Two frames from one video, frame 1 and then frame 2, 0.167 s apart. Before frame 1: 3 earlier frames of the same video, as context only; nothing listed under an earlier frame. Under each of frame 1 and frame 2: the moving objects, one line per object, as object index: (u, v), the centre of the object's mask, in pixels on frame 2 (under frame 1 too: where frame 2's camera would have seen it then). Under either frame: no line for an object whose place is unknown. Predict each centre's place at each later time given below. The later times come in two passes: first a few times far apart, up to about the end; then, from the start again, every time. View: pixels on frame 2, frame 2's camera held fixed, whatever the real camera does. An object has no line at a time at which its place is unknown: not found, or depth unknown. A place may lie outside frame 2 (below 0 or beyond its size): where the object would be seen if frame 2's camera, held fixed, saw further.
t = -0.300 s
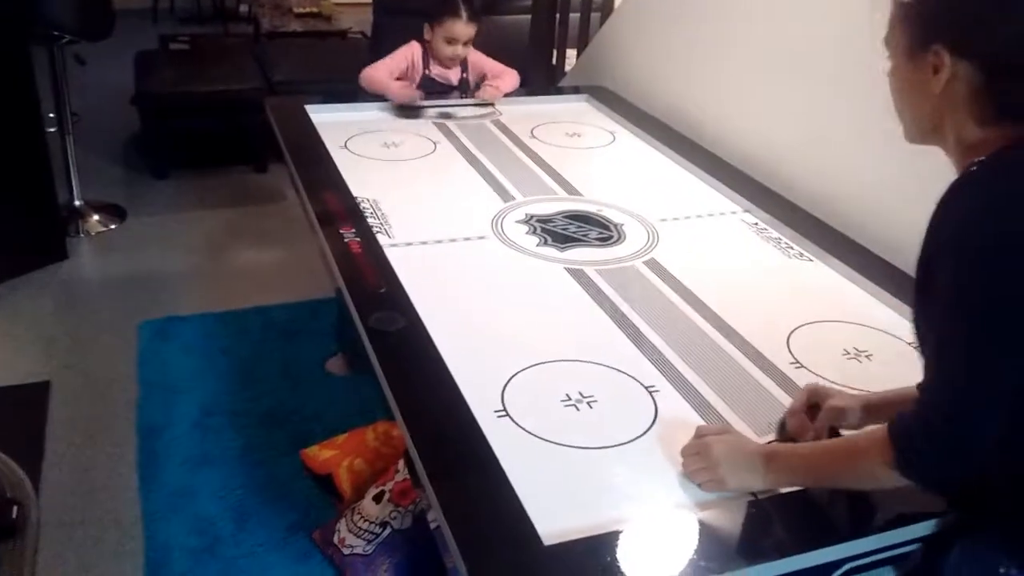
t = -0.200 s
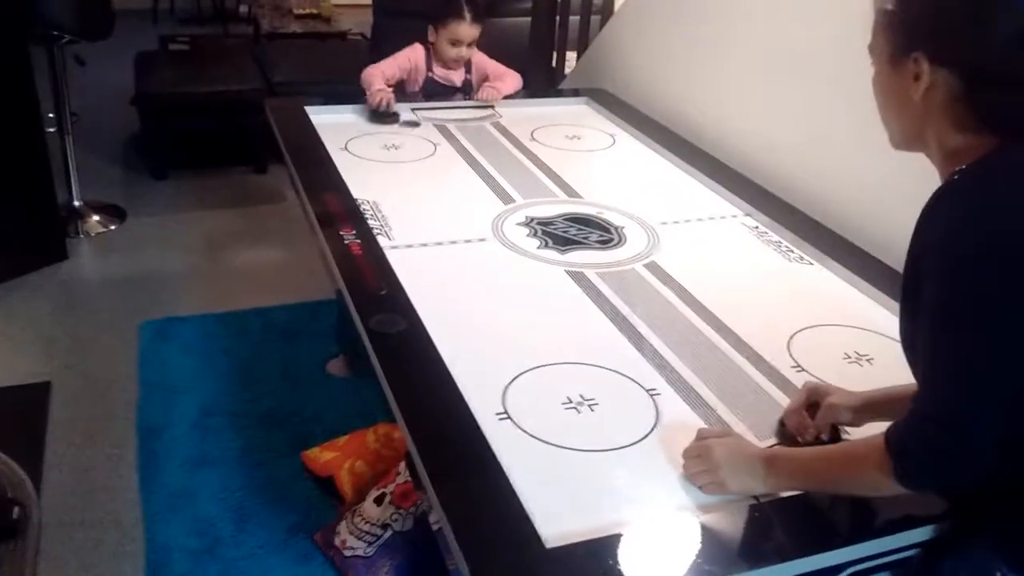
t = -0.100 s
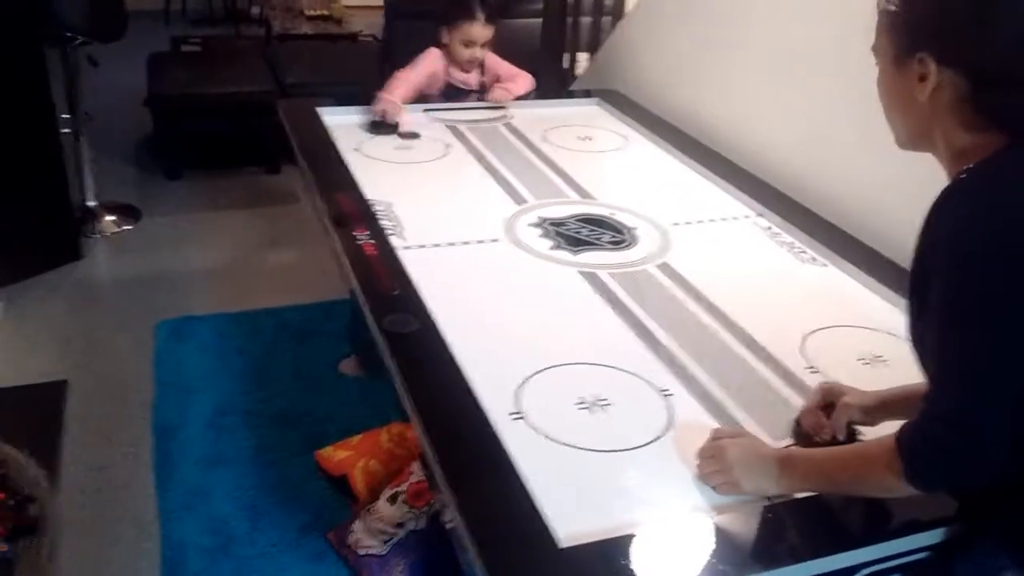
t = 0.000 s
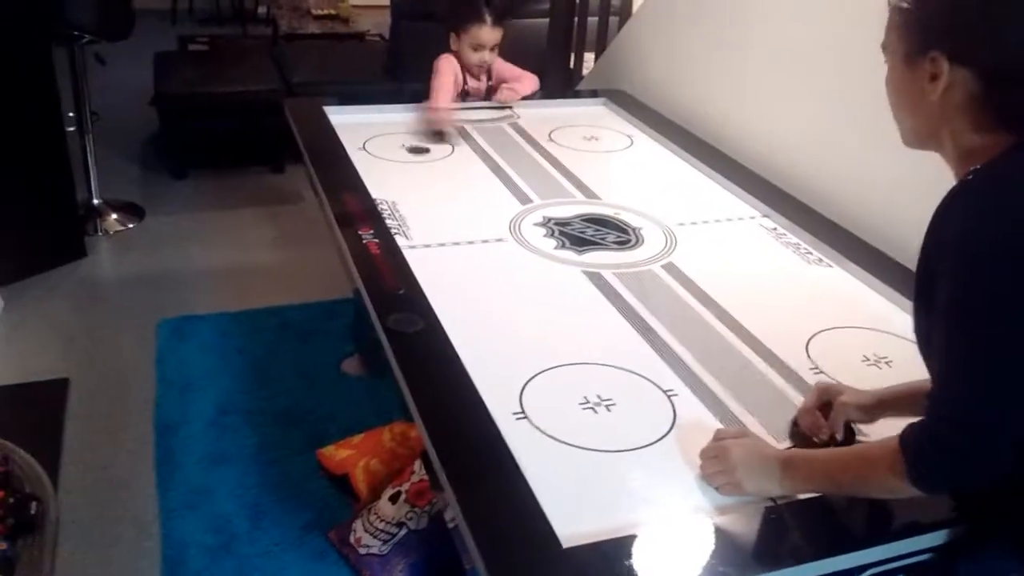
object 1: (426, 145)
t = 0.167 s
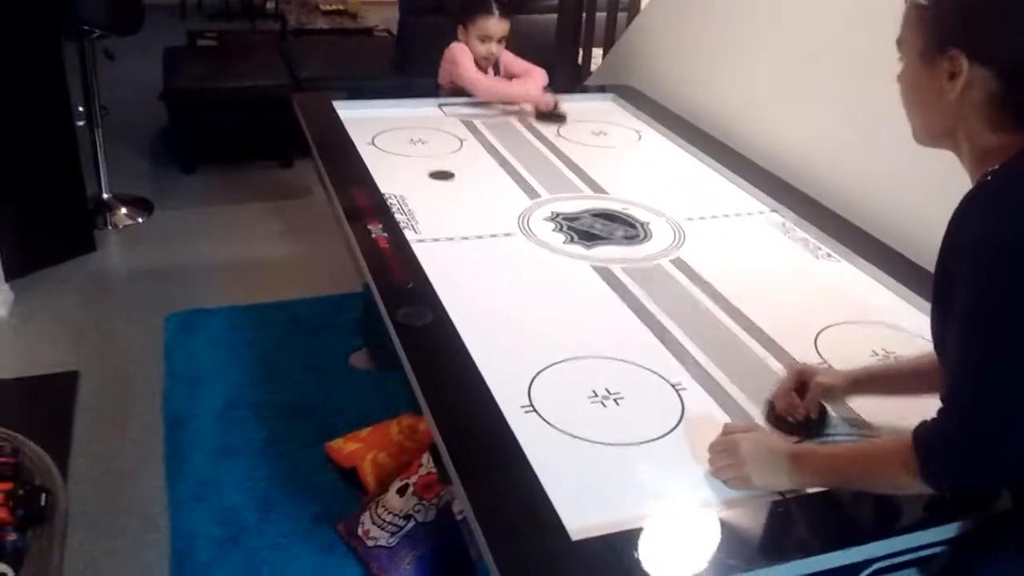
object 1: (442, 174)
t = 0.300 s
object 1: (455, 202)
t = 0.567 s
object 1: (489, 270)
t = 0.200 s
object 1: (445, 181)
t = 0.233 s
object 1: (448, 187)
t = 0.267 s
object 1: (451, 195)
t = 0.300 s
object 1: (455, 202)
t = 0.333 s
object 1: (458, 209)
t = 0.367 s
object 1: (462, 217)
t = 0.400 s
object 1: (467, 225)
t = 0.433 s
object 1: (470, 234)
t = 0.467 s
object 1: (474, 242)
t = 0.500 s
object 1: (479, 251)
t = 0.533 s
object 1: (485, 261)
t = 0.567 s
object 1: (489, 270)
